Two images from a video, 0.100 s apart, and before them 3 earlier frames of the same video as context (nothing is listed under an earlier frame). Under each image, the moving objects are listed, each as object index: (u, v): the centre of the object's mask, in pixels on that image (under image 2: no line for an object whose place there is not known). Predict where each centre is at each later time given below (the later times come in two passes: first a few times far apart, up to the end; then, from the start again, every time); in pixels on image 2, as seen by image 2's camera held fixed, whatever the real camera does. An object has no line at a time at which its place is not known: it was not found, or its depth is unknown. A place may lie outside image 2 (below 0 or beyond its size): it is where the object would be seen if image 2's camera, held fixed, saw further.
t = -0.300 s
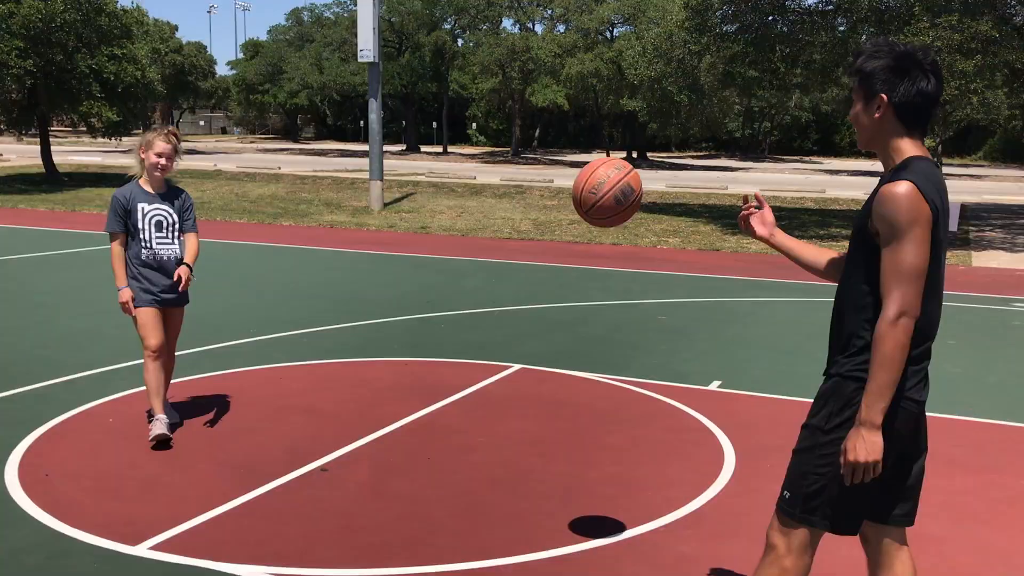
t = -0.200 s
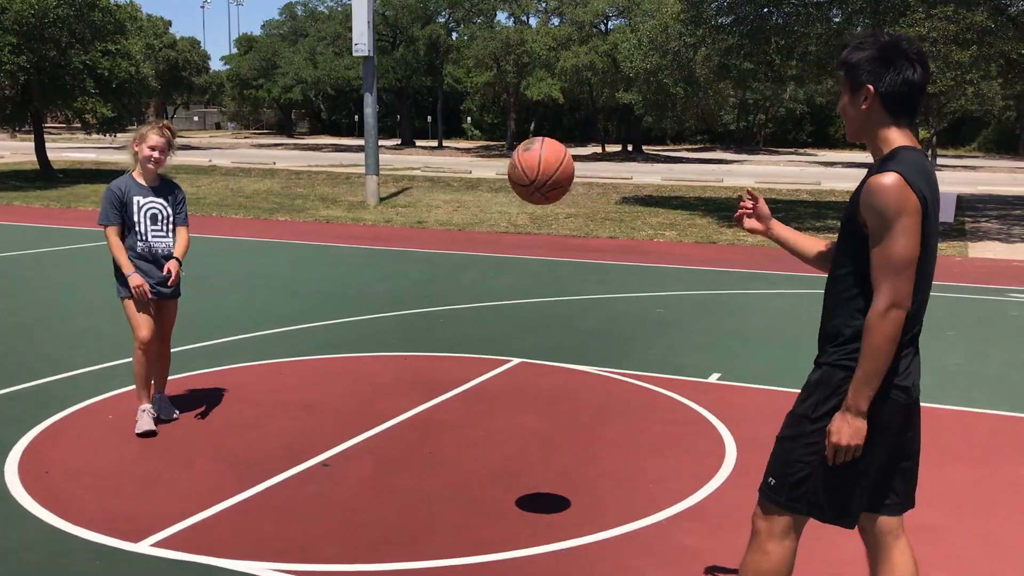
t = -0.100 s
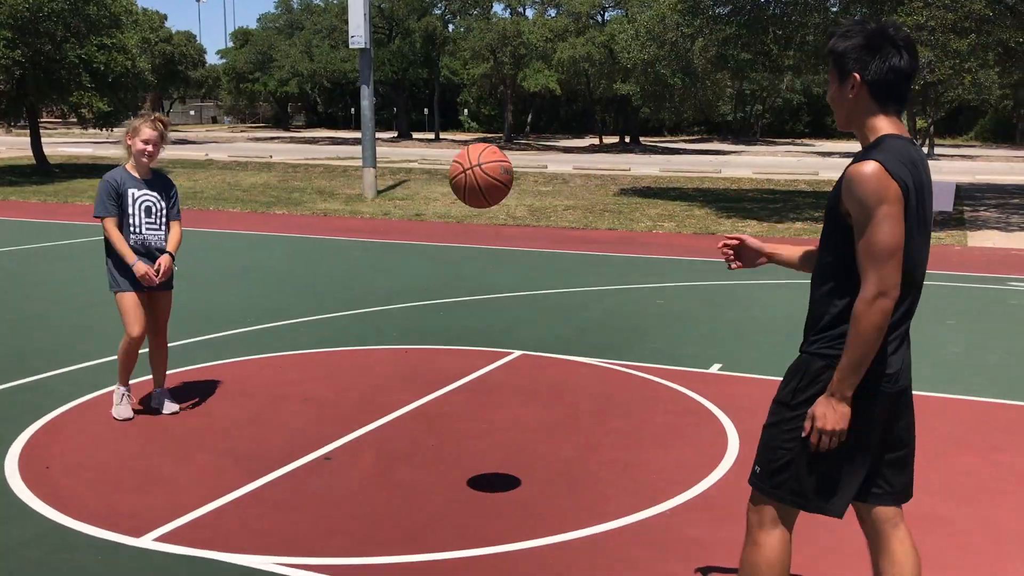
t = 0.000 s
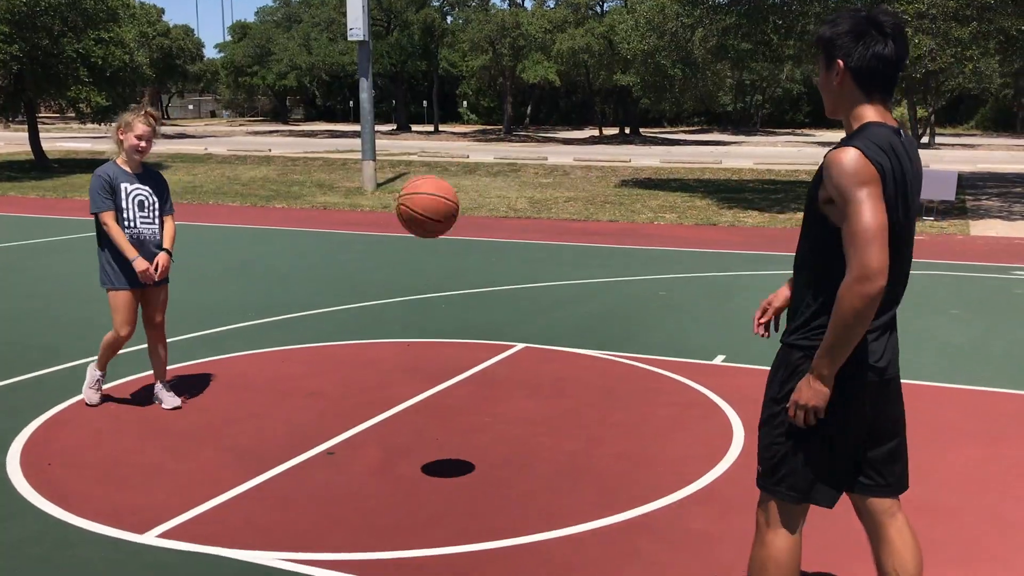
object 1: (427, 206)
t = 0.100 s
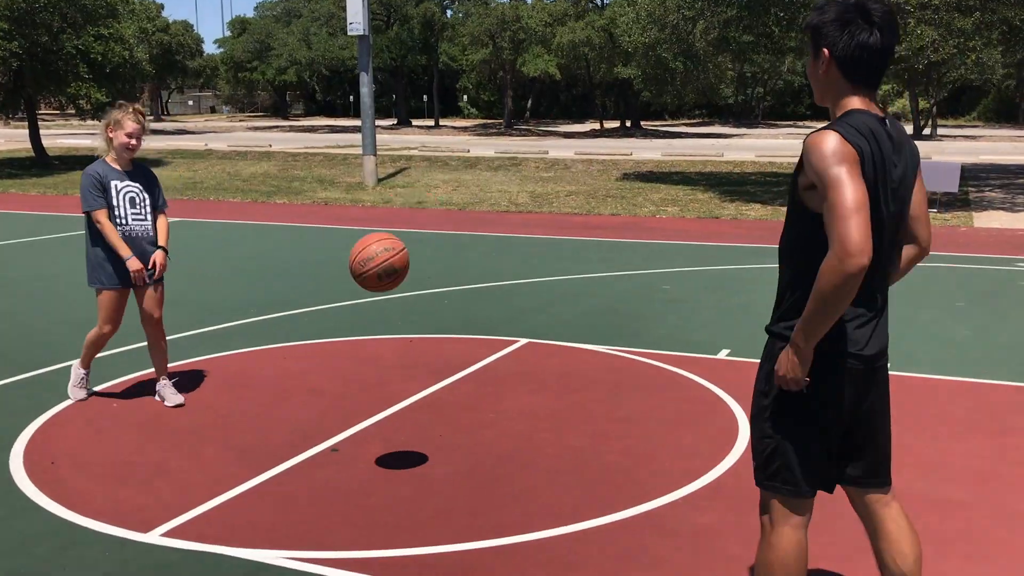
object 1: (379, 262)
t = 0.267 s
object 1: (304, 402)
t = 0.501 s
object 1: (217, 290)
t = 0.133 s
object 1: (363, 286)
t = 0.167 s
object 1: (348, 312)
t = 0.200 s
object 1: (333, 340)
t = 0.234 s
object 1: (318, 370)
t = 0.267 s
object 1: (304, 402)
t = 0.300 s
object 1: (291, 436)
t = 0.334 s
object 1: (278, 419)
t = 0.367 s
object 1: (265, 388)
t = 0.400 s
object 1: (253, 360)
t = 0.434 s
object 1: (240, 334)
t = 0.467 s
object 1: (228, 311)
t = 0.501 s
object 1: (217, 290)
